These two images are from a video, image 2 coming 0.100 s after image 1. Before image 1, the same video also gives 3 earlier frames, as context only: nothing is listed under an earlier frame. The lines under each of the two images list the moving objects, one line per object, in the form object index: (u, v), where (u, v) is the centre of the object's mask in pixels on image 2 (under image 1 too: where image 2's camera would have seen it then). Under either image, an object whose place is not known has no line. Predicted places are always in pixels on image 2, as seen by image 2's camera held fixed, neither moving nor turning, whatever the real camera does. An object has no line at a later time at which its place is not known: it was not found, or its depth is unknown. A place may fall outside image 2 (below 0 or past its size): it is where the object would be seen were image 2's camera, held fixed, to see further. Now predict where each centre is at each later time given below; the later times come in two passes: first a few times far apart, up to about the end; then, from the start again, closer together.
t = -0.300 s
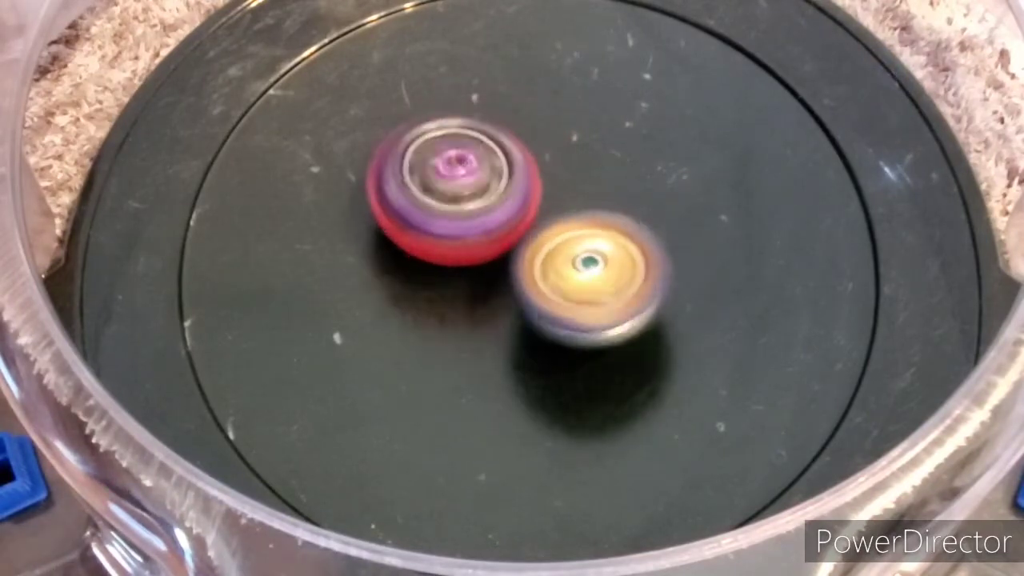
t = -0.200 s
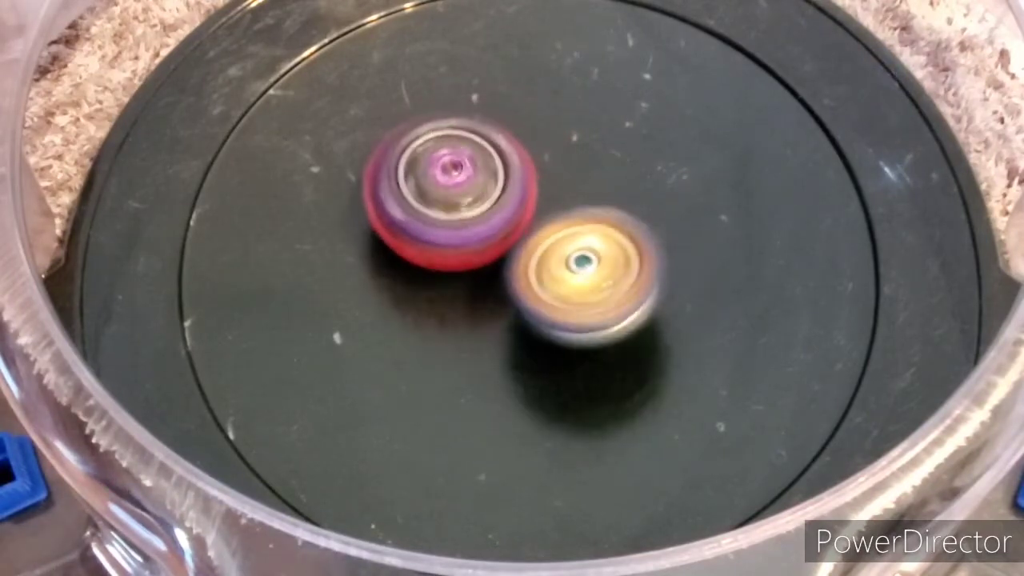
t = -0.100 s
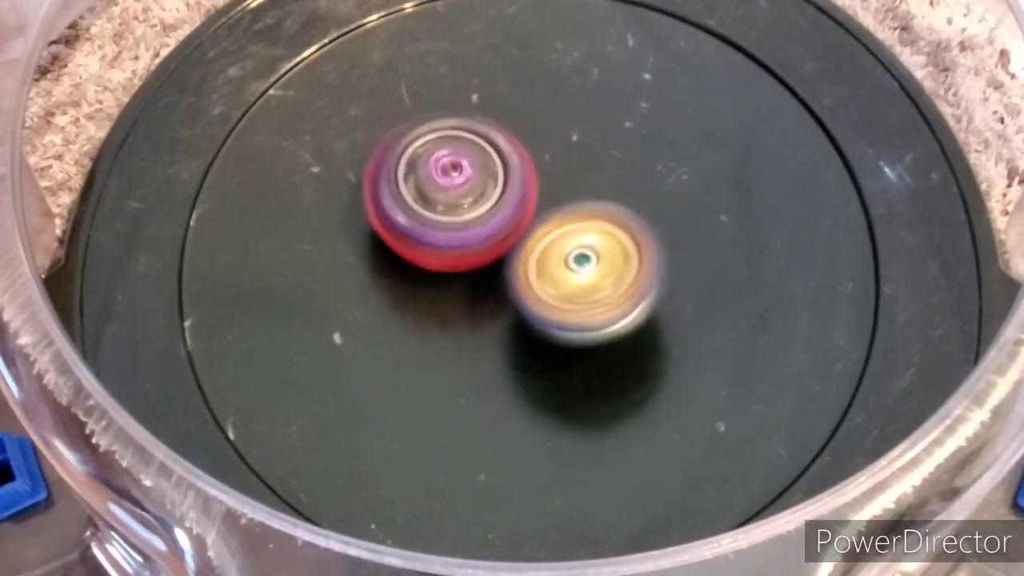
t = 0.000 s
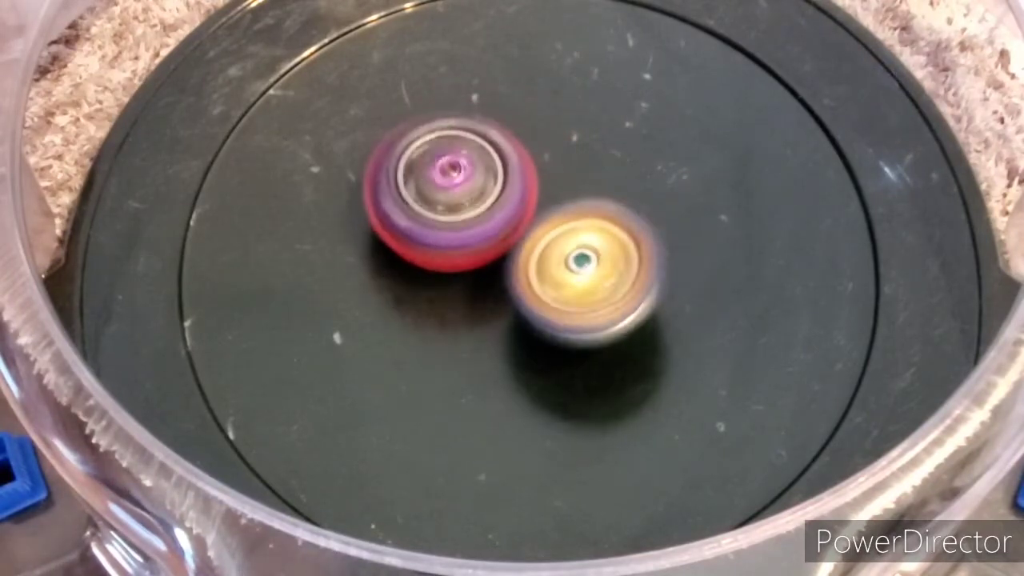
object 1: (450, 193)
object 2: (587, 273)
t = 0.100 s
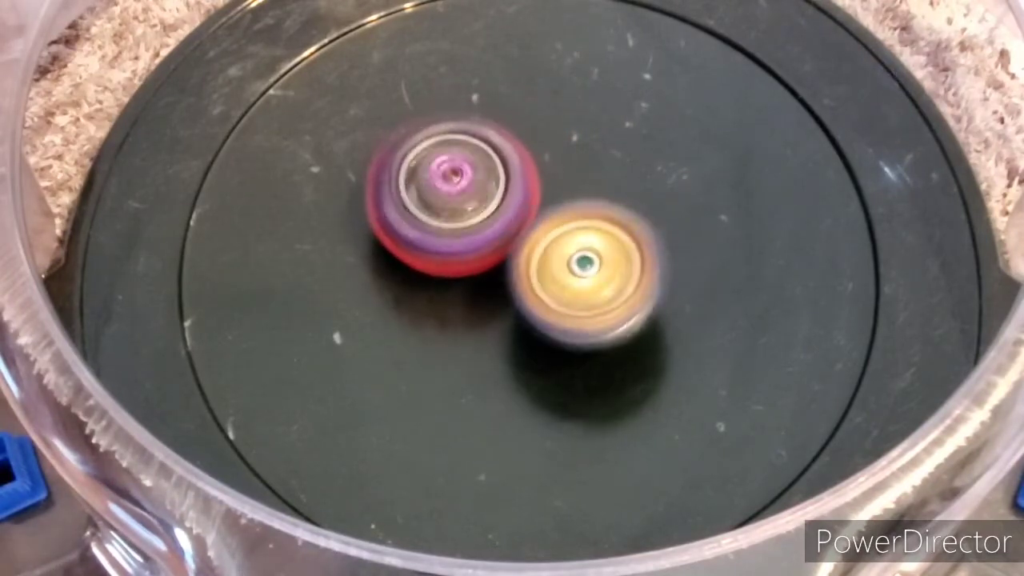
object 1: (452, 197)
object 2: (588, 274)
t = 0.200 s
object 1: (453, 199)
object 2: (590, 274)
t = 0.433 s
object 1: (443, 204)
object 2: (604, 271)
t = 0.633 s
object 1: (433, 204)
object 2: (593, 266)
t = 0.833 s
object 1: (421, 192)
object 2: (622, 261)
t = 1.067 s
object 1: (440, 206)
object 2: (593, 258)
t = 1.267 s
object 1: (431, 207)
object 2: (621, 261)
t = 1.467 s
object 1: (432, 218)
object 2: (595, 263)
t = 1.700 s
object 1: (435, 228)
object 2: (599, 256)
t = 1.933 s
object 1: (436, 226)
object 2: (606, 246)
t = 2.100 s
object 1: (438, 230)
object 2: (609, 237)
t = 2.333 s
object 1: (429, 233)
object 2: (598, 218)
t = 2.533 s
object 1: (432, 239)
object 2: (608, 216)
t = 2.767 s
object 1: (437, 248)
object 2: (601, 208)
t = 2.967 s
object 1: (436, 254)
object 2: (599, 205)
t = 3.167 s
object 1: (439, 255)
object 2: (610, 202)
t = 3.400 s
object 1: (440, 255)
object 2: (631, 210)
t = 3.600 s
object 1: (450, 237)
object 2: (624, 225)
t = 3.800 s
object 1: (442, 216)
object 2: (617, 228)
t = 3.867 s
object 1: (438, 209)
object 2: (606, 227)
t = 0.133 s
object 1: (452, 197)
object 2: (590, 274)
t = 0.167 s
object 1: (453, 199)
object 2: (590, 274)
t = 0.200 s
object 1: (453, 199)
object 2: (590, 274)
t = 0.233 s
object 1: (453, 201)
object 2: (593, 275)
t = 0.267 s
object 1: (454, 202)
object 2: (595, 275)
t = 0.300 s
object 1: (454, 204)
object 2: (596, 273)
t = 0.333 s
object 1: (451, 204)
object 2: (599, 272)
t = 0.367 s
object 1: (450, 204)
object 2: (600, 270)
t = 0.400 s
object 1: (450, 205)
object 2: (598, 269)
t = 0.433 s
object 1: (443, 204)
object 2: (604, 271)
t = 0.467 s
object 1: (437, 202)
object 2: (610, 271)
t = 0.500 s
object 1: (433, 202)
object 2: (608, 271)
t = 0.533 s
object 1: (433, 201)
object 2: (605, 269)
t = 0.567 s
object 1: (433, 202)
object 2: (601, 269)
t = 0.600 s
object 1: (433, 203)
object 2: (596, 267)
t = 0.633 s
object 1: (433, 204)
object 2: (593, 266)
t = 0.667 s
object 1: (433, 203)
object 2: (589, 262)
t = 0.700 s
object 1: (433, 203)
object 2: (586, 258)
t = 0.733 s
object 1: (427, 200)
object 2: (596, 258)
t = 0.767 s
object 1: (417, 195)
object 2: (611, 260)
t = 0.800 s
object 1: (418, 191)
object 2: (618, 261)
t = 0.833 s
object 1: (421, 192)
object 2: (622, 261)
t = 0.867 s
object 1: (426, 195)
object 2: (618, 259)
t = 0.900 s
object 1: (427, 198)
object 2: (612, 258)
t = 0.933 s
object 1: (429, 200)
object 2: (605, 259)
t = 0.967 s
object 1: (431, 201)
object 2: (598, 259)
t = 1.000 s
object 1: (436, 202)
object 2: (594, 258)
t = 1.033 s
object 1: (439, 206)
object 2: (591, 259)
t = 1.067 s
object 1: (440, 206)
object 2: (593, 258)
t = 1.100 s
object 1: (440, 206)
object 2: (596, 258)
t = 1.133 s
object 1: (441, 205)
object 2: (598, 257)
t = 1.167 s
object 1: (442, 208)
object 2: (597, 255)
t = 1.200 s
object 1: (438, 209)
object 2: (608, 258)
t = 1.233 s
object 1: (432, 208)
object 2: (617, 259)
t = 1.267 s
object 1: (431, 207)
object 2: (621, 261)
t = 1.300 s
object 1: (433, 208)
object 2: (619, 261)
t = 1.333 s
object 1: (434, 210)
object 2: (615, 260)
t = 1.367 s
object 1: (435, 214)
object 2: (610, 260)
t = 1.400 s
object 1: (433, 217)
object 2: (605, 260)
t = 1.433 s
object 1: (432, 217)
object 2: (600, 261)
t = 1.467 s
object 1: (432, 218)
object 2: (595, 263)
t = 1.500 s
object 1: (435, 219)
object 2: (592, 265)
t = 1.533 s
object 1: (436, 222)
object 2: (591, 265)
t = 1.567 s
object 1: (435, 224)
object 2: (593, 264)
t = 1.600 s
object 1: (435, 225)
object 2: (597, 264)
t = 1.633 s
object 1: (435, 225)
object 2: (598, 261)
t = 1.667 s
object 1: (436, 227)
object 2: (598, 259)
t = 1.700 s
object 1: (435, 228)
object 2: (599, 256)
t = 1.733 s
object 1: (435, 229)
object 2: (599, 255)
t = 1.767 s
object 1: (433, 228)
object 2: (599, 252)
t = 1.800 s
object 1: (435, 227)
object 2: (599, 252)
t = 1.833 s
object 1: (435, 227)
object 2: (603, 250)
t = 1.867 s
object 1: (435, 226)
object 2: (604, 248)
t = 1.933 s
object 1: (436, 226)
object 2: (606, 246)
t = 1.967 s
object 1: (437, 226)
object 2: (606, 245)
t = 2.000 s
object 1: (439, 227)
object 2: (607, 244)
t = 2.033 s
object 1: (438, 227)
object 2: (609, 242)
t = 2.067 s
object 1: (438, 227)
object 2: (608, 240)
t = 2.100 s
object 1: (438, 230)
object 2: (609, 237)
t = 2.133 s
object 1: (438, 230)
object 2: (609, 235)
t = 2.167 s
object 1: (437, 232)
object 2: (607, 233)
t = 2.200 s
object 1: (435, 233)
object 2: (604, 229)
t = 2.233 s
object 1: (433, 232)
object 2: (602, 226)
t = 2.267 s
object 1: (431, 234)
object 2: (600, 223)
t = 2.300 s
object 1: (430, 233)
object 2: (601, 220)
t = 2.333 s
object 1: (429, 233)
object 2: (598, 218)
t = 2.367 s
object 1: (429, 233)
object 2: (597, 215)
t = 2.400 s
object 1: (429, 232)
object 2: (599, 215)
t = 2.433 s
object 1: (430, 233)
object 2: (601, 215)
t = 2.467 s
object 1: (433, 234)
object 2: (601, 213)
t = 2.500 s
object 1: (433, 237)
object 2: (600, 216)
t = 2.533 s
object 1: (432, 239)
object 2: (608, 216)
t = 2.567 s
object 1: (431, 240)
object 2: (611, 215)
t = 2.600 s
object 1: (432, 238)
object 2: (611, 214)
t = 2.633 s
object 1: (435, 238)
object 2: (611, 212)
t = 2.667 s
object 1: (437, 241)
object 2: (610, 210)
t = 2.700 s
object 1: (439, 244)
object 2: (607, 208)
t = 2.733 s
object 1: (438, 247)
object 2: (603, 208)
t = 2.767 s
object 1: (437, 248)
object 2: (601, 208)
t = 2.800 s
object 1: (438, 247)
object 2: (599, 208)
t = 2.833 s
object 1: (436, 247)
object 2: (601, 207)
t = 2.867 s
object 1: (436, 249)
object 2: (603, 204)
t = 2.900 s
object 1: (437, 251)
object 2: (603, 204)
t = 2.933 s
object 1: (437, 253)
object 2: (600, 204)
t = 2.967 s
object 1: (436, 254)
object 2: (599, 205)
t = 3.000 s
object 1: (434, 255)
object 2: (599, 206)
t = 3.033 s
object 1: (434, 253)
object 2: (598, 208)
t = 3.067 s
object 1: (436, 251)
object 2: (596, 209)
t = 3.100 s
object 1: (436, 253)
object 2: (601, 206)
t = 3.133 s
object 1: (439, 254)
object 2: (606, 203)
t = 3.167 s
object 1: (439, 255)
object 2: (610, 202)
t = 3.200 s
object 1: (440, 255)
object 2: (611, 201)
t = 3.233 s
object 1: (441, 255)
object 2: (611, 201)
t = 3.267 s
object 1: (443, 255)
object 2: (611, 202)
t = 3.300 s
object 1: (446, 255)
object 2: (610, 205)
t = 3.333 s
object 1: (450, 254)
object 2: (612, 207)
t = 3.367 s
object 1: (444, 254)
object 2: (621, 207)
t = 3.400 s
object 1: (440, 255)
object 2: (631, 210)
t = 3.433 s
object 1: (440, 255)
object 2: (635, 213)
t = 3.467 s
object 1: (441, 253)
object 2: (636, 216)
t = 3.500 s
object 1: (443, 251)
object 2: (635, 219)
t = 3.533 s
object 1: (446, 247)
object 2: (631, 219)
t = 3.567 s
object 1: (448, 242)
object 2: (625, 220)
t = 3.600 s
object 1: (450, 237)
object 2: (624, 225)
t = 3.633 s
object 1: (442, 233)
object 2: (633, 225)
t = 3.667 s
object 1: (439, 229)
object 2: (638, 226)
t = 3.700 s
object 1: (440, 224)
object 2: (637, 225)
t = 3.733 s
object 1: (440, 221)
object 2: (631, 227)
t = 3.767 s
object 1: (442, 219)
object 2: (624, 227)
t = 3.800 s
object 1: (442, 216)
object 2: (617, 228)
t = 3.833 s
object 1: (441, 212)
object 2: (609, 227)
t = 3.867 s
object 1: (438, 209)
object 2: (606, 227)
